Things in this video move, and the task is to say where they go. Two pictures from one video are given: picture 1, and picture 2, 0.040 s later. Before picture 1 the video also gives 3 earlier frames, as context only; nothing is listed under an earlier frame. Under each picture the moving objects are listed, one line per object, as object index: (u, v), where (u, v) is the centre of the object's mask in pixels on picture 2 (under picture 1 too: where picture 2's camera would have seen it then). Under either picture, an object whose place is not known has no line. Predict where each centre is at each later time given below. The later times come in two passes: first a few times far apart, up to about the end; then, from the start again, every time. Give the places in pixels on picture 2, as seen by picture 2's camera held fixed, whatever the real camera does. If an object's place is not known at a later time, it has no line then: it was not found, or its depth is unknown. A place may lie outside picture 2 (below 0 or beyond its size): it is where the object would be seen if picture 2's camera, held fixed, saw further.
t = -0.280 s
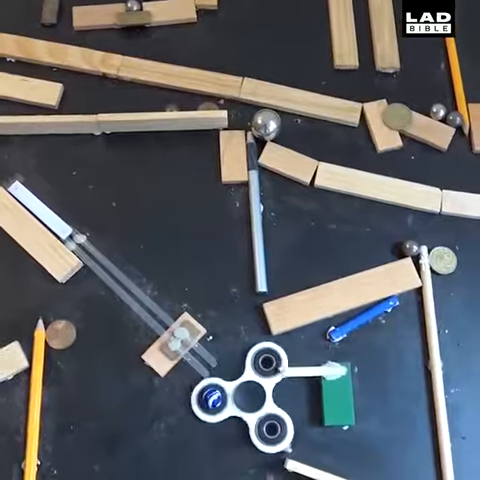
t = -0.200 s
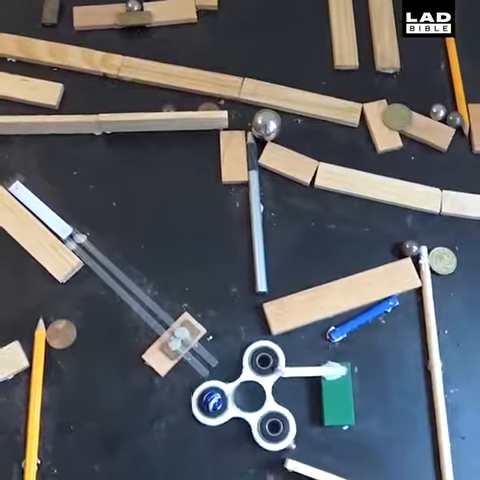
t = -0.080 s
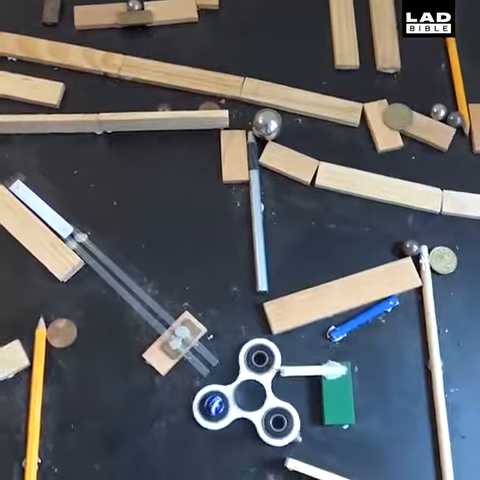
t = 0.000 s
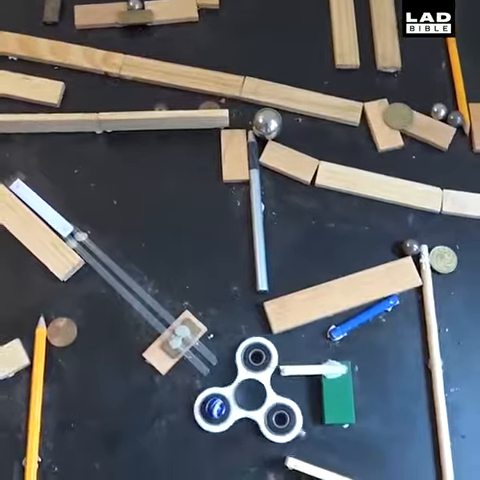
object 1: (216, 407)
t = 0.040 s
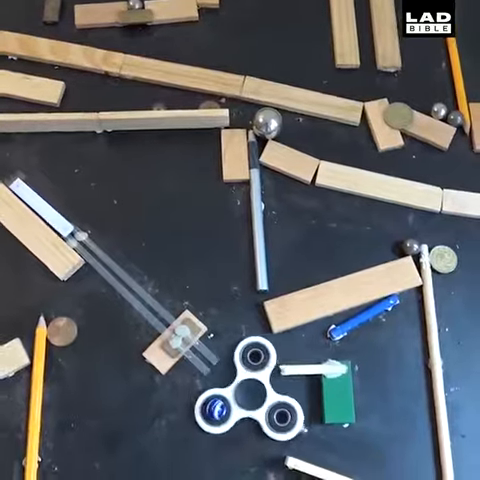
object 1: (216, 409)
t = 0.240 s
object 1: (221, 417)
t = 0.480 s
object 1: (229, 425)
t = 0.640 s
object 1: (237, 430)
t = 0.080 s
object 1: (217, 410)
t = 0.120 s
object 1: (218, 412)
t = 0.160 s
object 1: (218, 414)
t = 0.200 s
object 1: (219, 416)
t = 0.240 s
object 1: (221, 417)
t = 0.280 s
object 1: (222, 419)
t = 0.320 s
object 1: (223, 421)
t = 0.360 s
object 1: (225, 421)
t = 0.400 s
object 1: (226, 423)
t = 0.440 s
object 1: (227, 424)
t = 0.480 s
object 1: (229, 425)
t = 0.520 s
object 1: (231, 427)
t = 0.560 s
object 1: (233, 428)
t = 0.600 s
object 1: (235, 429)
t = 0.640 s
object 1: (237, 430)
